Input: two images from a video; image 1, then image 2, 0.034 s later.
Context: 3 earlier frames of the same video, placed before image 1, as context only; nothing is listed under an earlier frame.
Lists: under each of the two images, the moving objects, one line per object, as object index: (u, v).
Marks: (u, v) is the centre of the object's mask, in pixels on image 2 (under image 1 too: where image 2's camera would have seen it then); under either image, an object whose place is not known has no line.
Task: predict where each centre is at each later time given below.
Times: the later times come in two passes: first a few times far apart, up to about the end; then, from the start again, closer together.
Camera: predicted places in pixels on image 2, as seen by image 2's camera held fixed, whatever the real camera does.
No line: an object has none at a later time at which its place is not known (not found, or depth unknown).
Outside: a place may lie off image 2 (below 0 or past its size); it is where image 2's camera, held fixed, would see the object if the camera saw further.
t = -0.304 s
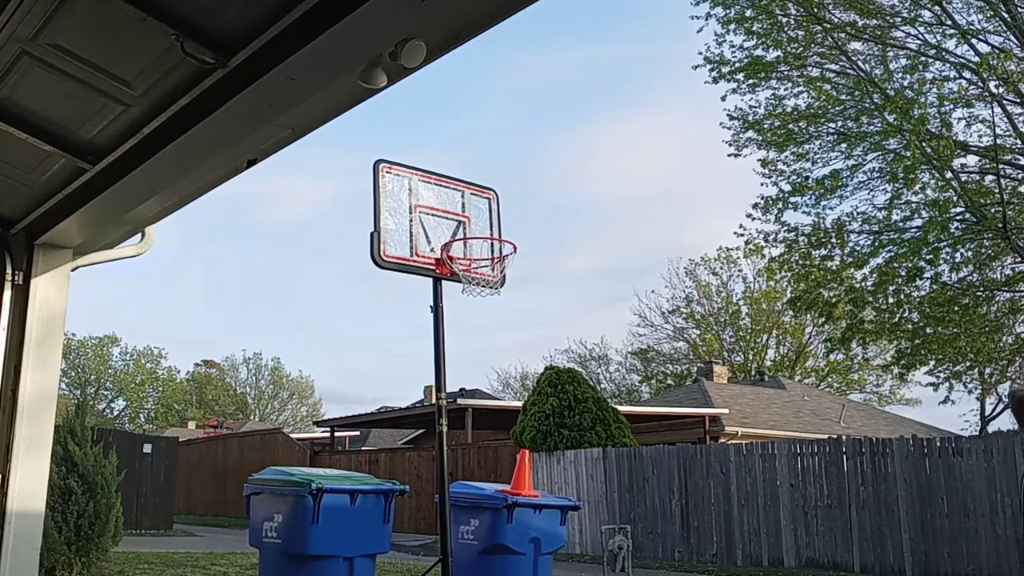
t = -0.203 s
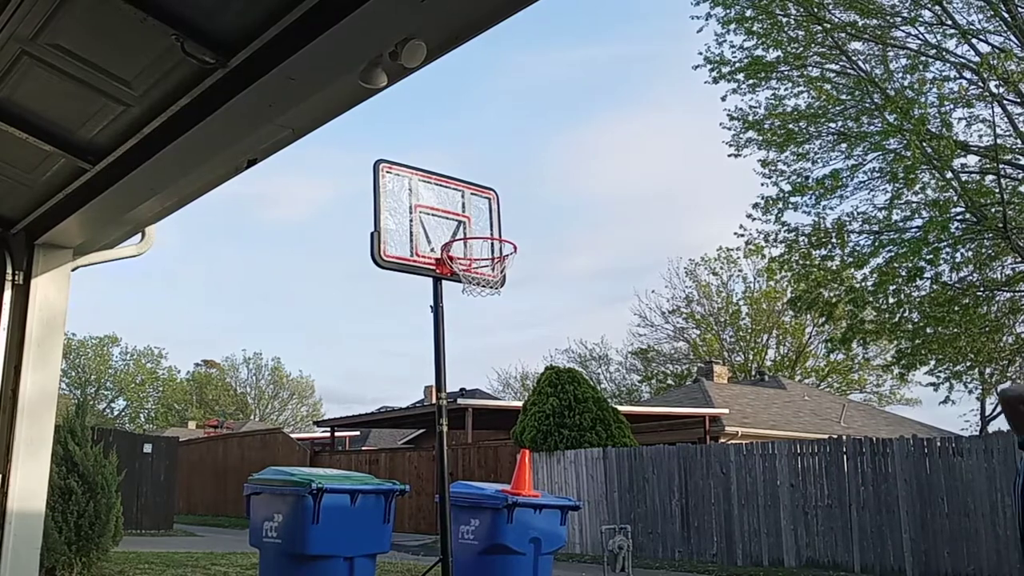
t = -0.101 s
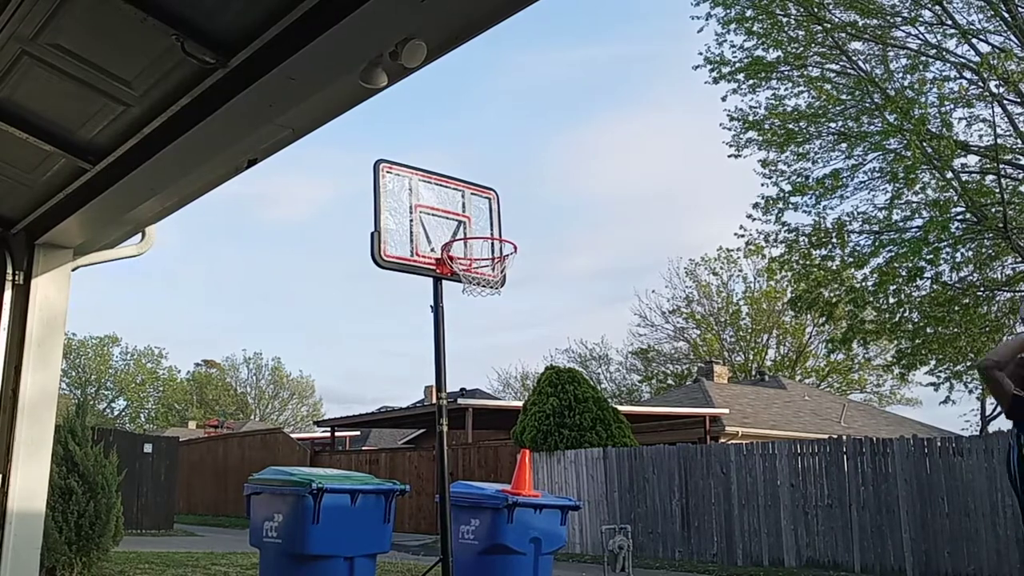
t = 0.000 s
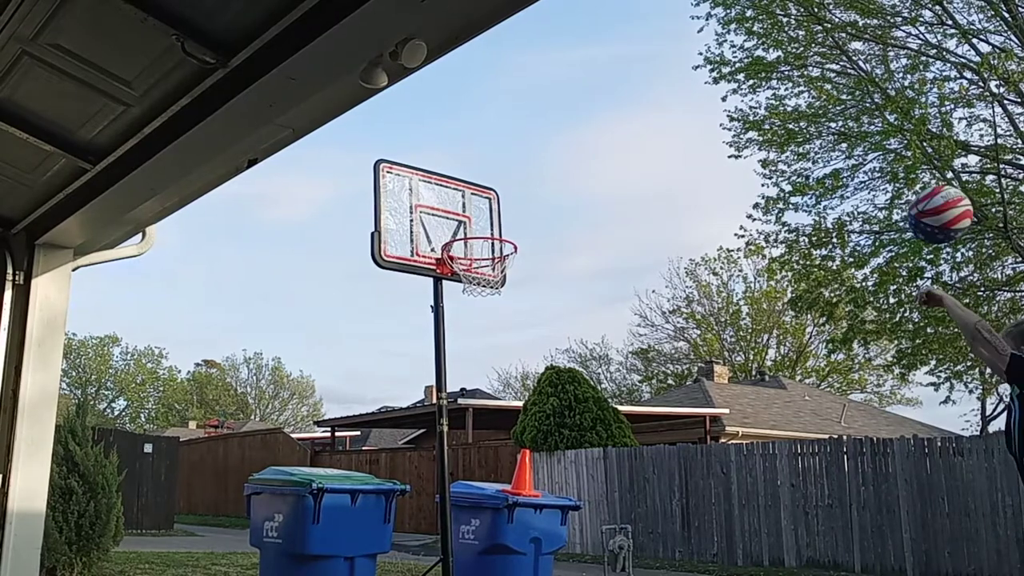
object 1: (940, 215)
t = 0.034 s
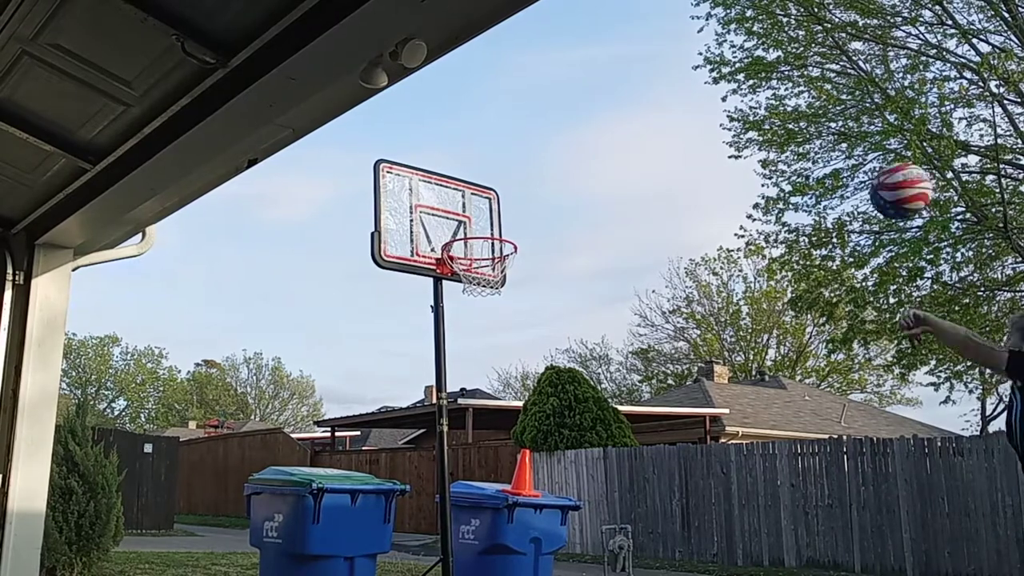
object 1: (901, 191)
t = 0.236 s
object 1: (718, 120)
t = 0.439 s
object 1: (591, 132)
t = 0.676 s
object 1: (483, 214)
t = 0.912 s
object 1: (524, 217)
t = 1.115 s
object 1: (560, 232)
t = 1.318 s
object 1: (603, 321)
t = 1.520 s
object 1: (659, 519)
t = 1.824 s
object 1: (771, 472)
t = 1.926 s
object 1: (812, 383)
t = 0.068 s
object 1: (865, 171)
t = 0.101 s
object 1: (831, 155)
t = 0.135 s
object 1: (800, 142)
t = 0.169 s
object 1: (771, 132)
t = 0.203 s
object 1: (743, 125)
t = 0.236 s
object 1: (718, 120)
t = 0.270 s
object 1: (693, 117)
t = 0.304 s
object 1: (671, 117)
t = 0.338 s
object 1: (649, 118)
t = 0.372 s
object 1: (629, 121)
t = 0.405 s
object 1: (610, 125)
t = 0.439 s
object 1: (591, 132)
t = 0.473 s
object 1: (574, 140)
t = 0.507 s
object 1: (557, 149)
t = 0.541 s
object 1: (541, 159)
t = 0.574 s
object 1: (526, 171)
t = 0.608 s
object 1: (511, 184)
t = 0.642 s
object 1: (497, 199)
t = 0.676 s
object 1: (483, 214)
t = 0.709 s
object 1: (482, 224)
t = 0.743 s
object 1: (492, 229)
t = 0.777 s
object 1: (502, 236)
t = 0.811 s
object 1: (508, 233)
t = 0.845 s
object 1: (513, 226)
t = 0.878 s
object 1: (518, 222)
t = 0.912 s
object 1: (524, 217)
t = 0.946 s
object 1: (529, 216)
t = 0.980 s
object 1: (535, 215)
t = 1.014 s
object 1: (541, 217)
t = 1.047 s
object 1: (547, 220)
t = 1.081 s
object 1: (554, 225)
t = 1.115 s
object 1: (560, 232)
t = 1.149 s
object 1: (566, 242)
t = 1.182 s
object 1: (573, 253)
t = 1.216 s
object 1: (580, 266)
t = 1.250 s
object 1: (587, 282)
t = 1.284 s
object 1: (595, 300)
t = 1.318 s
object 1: (603, 321)
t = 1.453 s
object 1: (639, 437)
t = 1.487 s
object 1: (650, 477)
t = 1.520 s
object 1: (659, 519)
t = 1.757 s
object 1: (744, 541)
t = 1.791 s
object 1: (758, 506)
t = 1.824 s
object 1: (771, 472)
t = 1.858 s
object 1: (784, 441)
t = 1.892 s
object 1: (798, 411)
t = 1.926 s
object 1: (812, 383)
